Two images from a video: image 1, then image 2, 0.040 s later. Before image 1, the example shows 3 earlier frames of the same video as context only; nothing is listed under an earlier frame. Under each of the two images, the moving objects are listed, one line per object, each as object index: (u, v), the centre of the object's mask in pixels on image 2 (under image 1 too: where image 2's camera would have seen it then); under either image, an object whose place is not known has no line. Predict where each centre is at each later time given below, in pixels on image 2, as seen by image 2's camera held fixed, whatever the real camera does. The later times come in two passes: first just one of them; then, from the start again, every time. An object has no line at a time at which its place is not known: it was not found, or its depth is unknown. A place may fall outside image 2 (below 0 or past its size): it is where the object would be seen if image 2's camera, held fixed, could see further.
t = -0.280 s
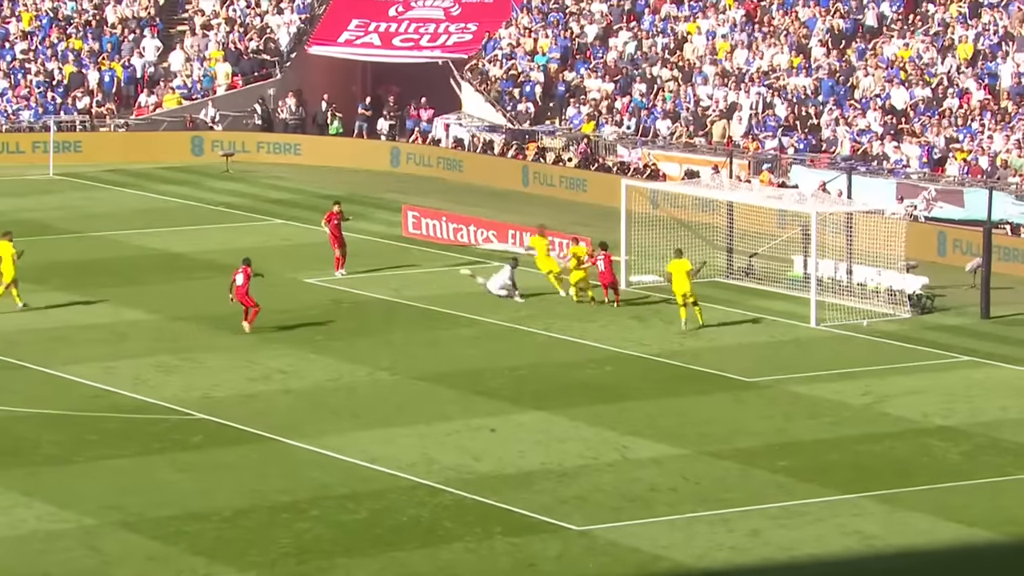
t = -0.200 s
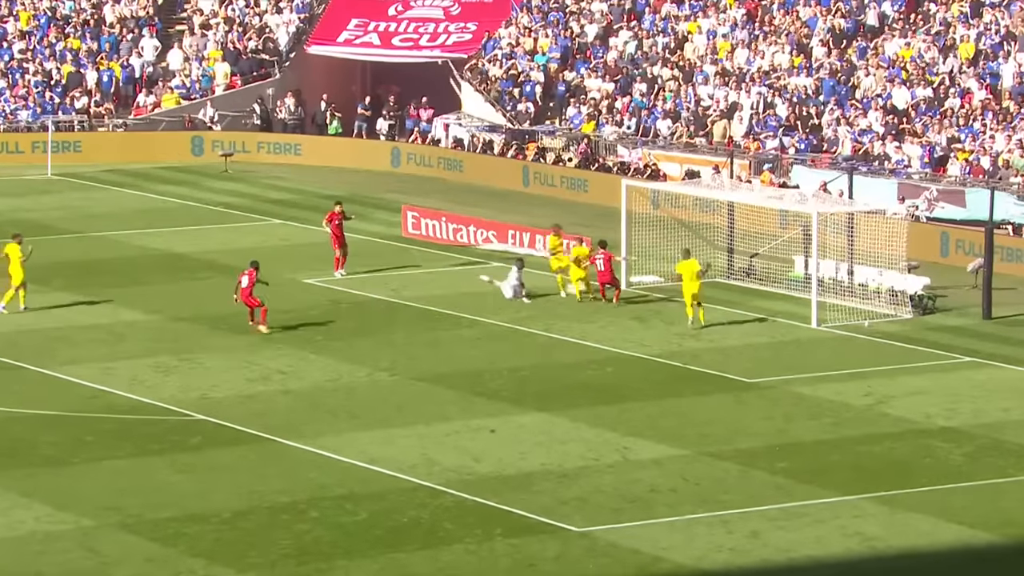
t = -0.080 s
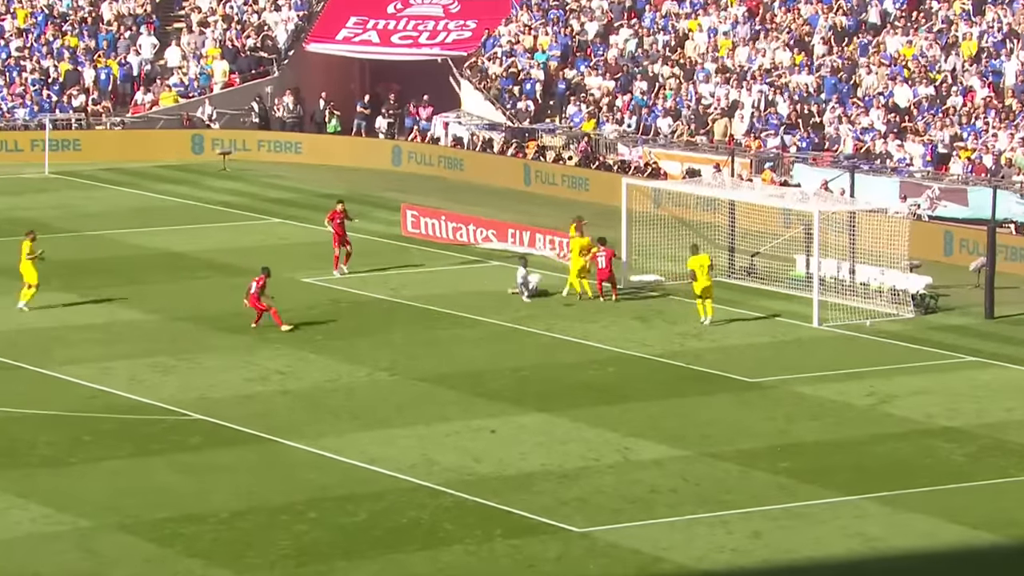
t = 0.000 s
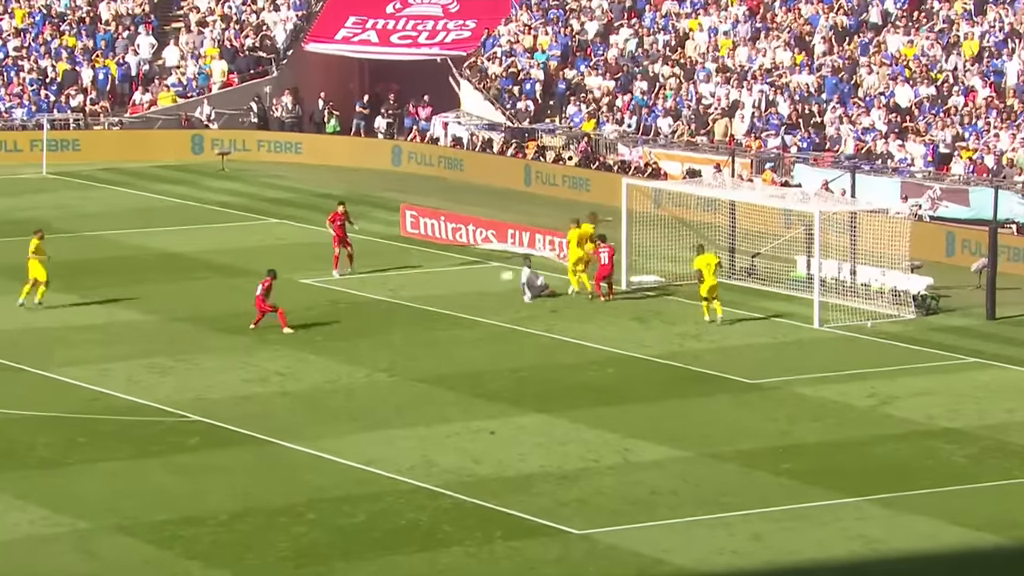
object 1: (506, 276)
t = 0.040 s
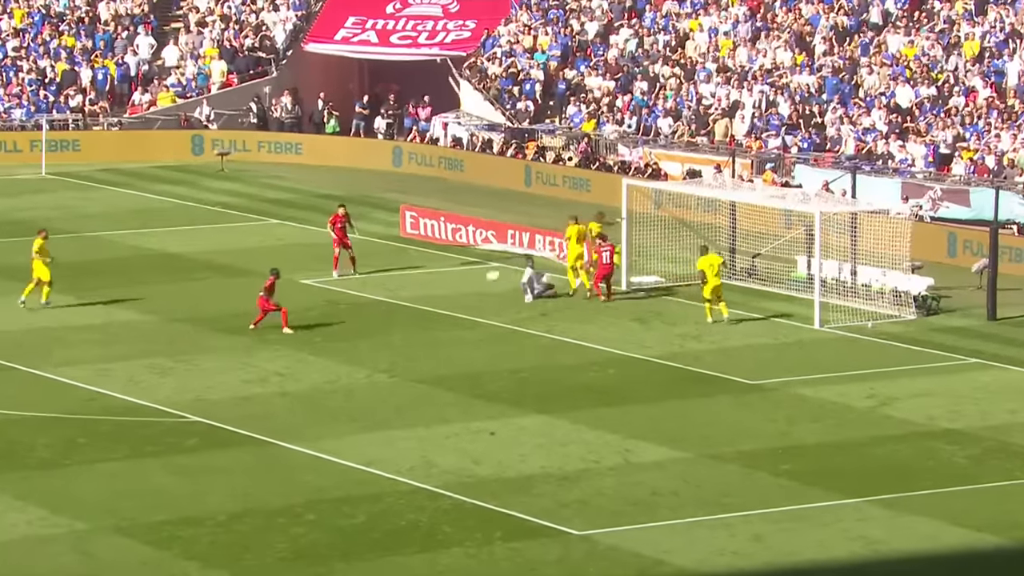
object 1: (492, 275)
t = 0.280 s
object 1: (407, 291)
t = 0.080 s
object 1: (479, 276)
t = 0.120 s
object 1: (465, 277)
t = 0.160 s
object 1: (450, 279)
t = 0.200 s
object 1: (436, 282)
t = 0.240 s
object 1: (422, 287)
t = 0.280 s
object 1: (407, 291)
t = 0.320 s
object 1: (391, 297)
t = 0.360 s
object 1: (377, 304)
